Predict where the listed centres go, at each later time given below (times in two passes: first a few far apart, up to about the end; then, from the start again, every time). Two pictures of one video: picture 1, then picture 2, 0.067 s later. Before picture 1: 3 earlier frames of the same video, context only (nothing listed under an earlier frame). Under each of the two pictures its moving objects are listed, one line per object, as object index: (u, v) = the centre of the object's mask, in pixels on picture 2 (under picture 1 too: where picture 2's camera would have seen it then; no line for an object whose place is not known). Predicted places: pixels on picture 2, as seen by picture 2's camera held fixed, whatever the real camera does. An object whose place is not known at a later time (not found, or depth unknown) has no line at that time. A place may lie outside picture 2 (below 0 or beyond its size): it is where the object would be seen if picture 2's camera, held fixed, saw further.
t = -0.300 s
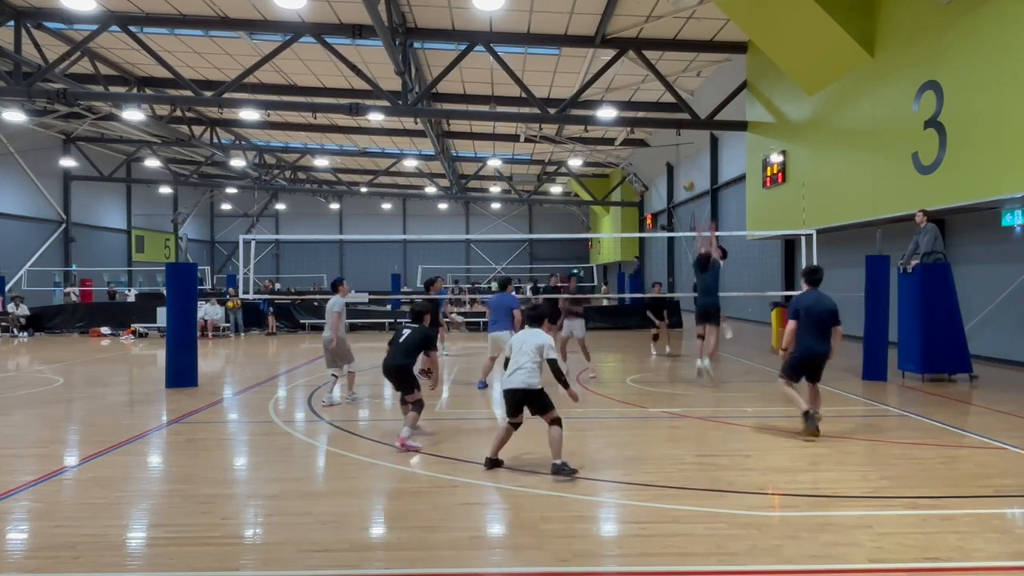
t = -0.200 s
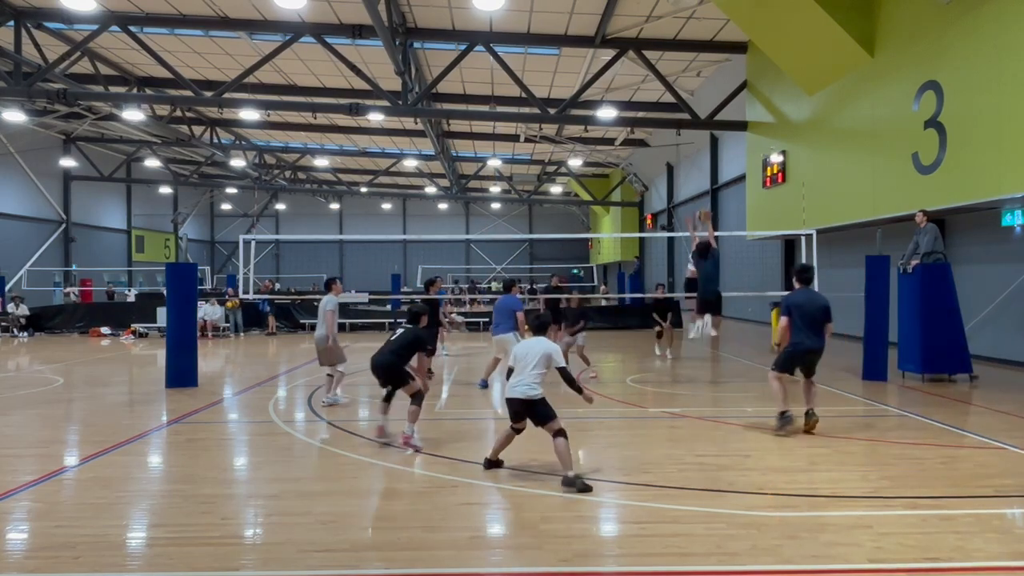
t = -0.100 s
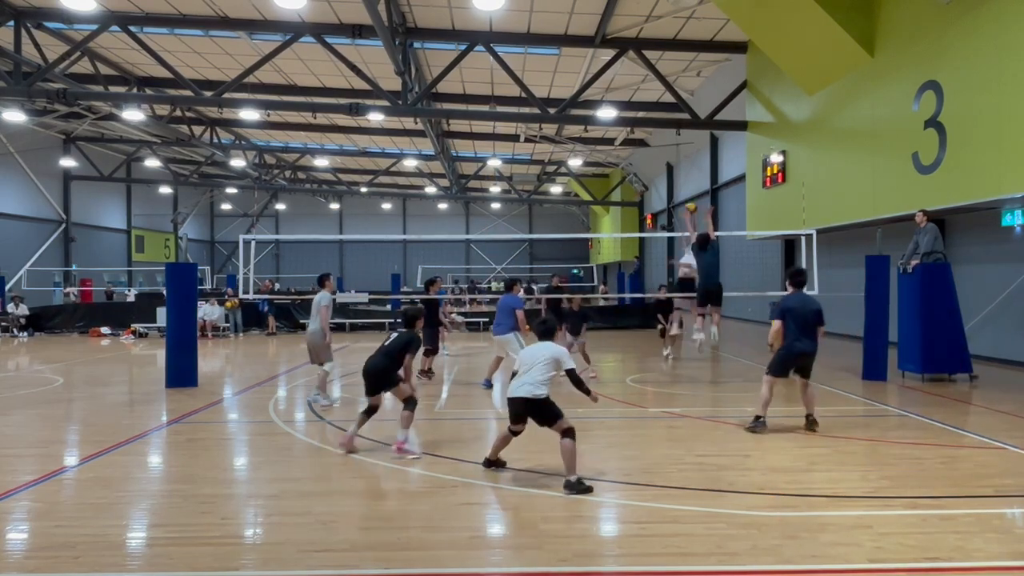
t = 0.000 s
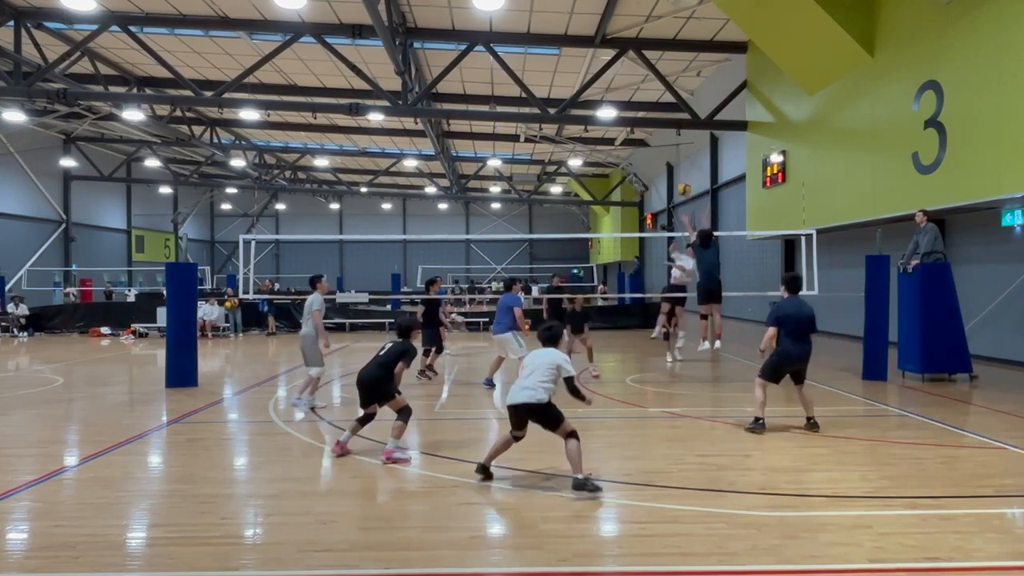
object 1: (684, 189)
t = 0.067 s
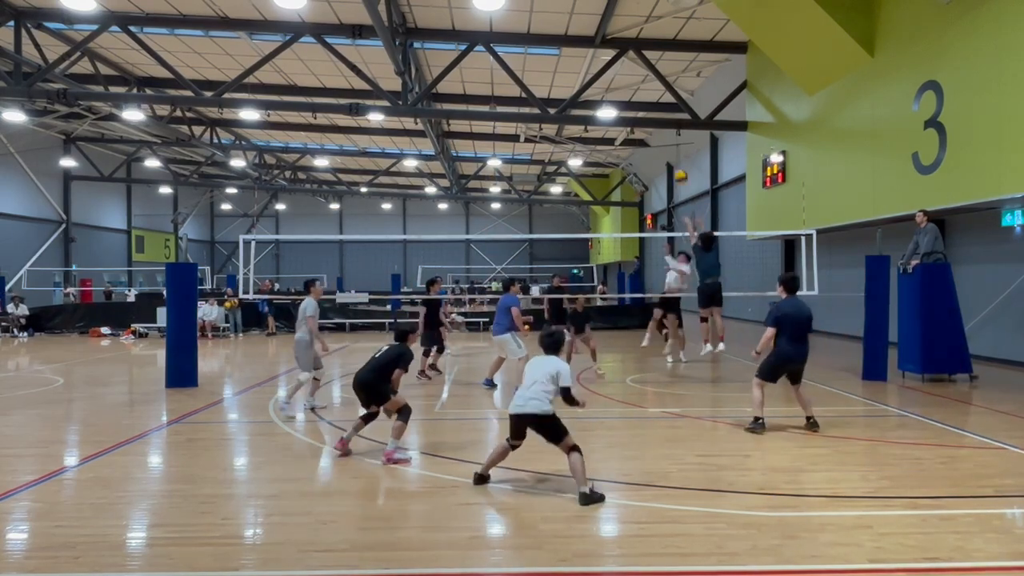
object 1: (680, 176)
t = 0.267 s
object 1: (668, 153)
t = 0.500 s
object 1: (647, 166)
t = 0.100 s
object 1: (678, 170)
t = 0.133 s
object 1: (676, 165)
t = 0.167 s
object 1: (674, 161)
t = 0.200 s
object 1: (672, 158)
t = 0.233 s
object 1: (670, 154)
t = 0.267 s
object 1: (668, 153)
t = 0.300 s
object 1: (664, 151)
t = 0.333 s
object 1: (662, 151)
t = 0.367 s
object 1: (660, 151)
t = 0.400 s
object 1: (656, 153)
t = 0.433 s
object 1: (653, 157)
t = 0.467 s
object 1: (649, 161)
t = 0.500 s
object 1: (647, 166)
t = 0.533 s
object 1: (643, 173)
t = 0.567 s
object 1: (639, 181)
